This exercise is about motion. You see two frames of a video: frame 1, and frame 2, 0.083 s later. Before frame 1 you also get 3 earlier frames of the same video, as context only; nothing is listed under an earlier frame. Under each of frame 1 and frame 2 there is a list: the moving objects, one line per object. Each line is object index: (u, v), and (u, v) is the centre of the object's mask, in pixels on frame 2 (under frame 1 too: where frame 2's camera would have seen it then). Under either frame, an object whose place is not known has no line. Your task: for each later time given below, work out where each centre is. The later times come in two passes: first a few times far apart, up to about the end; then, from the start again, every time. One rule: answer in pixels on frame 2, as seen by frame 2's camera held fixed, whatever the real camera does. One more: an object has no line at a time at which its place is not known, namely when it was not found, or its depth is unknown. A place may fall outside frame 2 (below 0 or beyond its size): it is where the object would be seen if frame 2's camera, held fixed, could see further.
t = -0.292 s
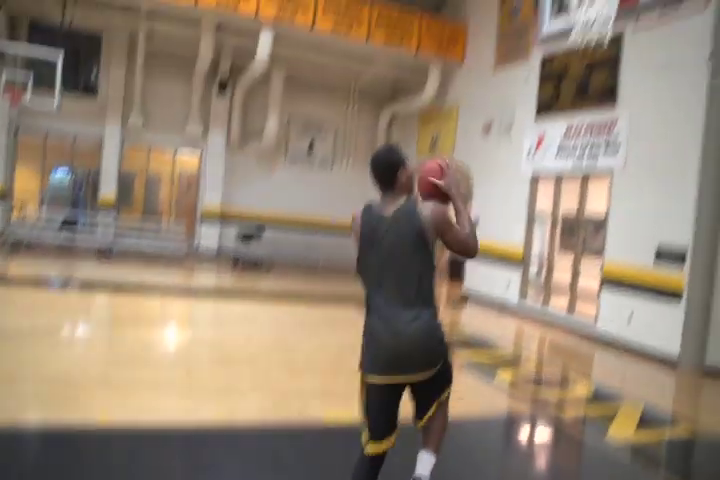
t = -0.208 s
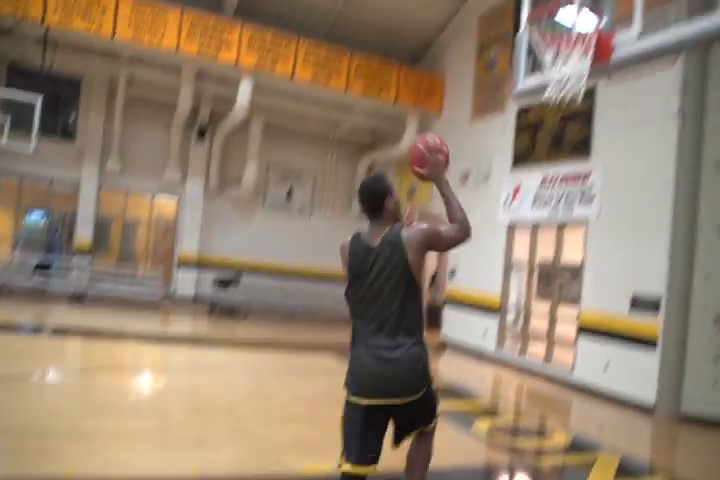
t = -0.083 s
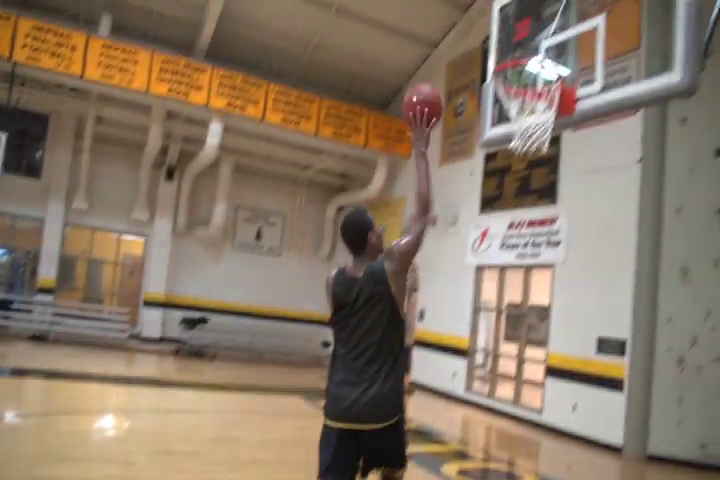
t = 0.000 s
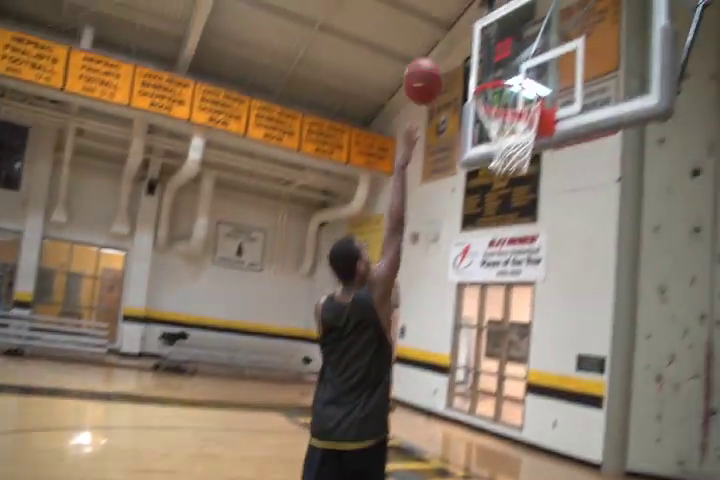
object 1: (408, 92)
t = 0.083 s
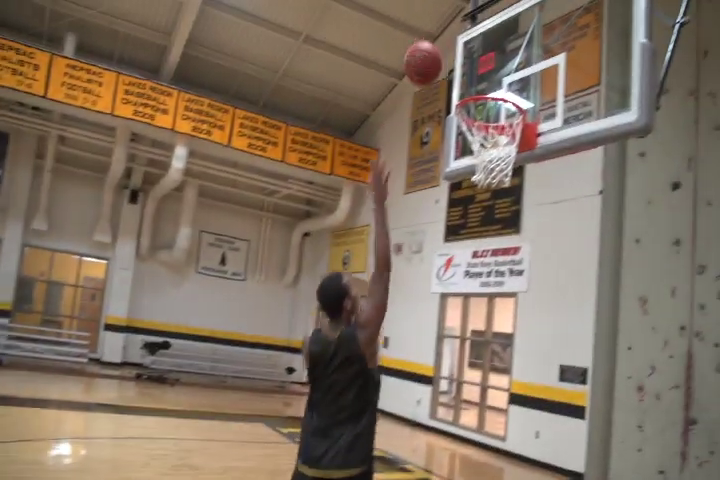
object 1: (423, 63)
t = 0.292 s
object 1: (452, 40)
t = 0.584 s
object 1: (490, 120)
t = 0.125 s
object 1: (429, 53)
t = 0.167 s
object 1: (436, 46)
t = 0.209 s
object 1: (441, 42)
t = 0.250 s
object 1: (447, 40)
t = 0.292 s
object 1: (452, 40)
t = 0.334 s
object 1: (458, 44)
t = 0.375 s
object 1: (463, 50)
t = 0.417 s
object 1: (470, 60)
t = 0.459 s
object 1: (474, 71)
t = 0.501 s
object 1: (480, 81)
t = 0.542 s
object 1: (484, 102)
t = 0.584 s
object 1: (490, 120)
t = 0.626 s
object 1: (496, 143)
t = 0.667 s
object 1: (498, 165)
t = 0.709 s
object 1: (497, 179)
